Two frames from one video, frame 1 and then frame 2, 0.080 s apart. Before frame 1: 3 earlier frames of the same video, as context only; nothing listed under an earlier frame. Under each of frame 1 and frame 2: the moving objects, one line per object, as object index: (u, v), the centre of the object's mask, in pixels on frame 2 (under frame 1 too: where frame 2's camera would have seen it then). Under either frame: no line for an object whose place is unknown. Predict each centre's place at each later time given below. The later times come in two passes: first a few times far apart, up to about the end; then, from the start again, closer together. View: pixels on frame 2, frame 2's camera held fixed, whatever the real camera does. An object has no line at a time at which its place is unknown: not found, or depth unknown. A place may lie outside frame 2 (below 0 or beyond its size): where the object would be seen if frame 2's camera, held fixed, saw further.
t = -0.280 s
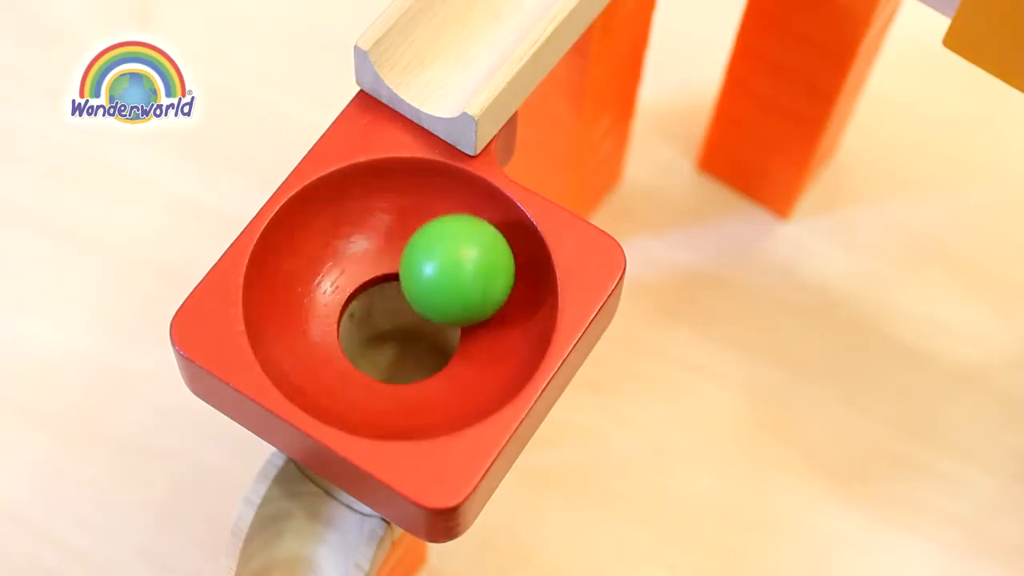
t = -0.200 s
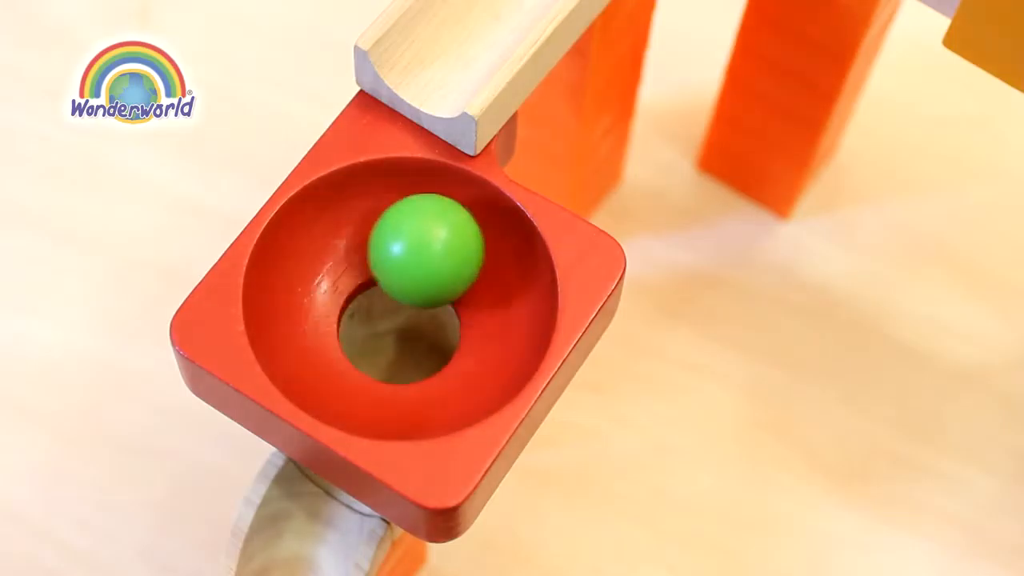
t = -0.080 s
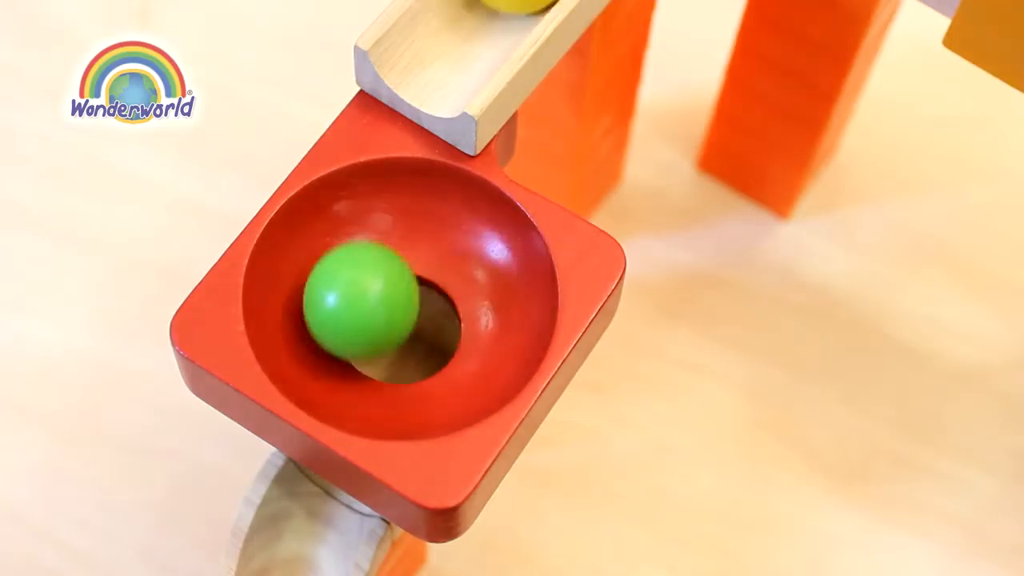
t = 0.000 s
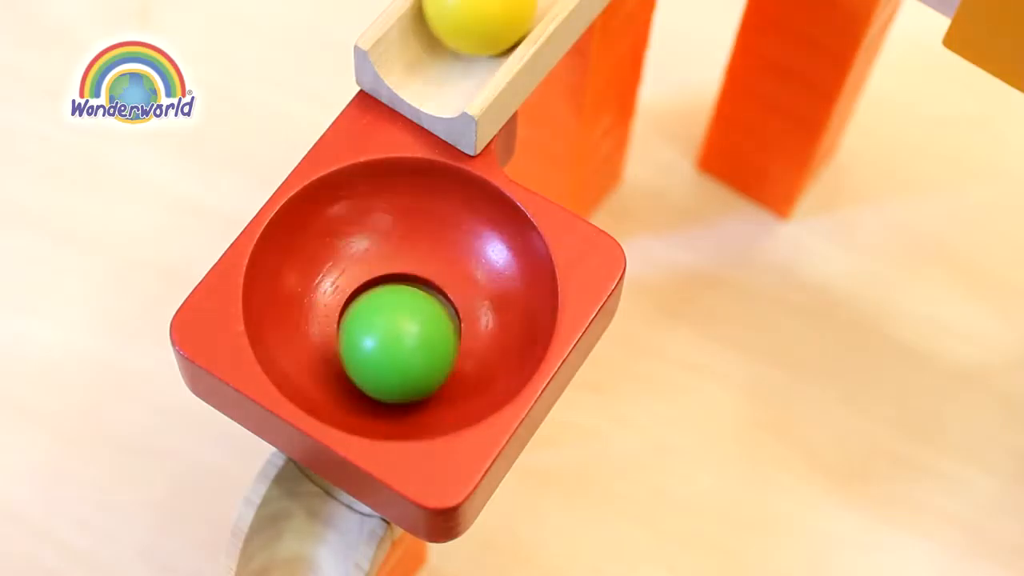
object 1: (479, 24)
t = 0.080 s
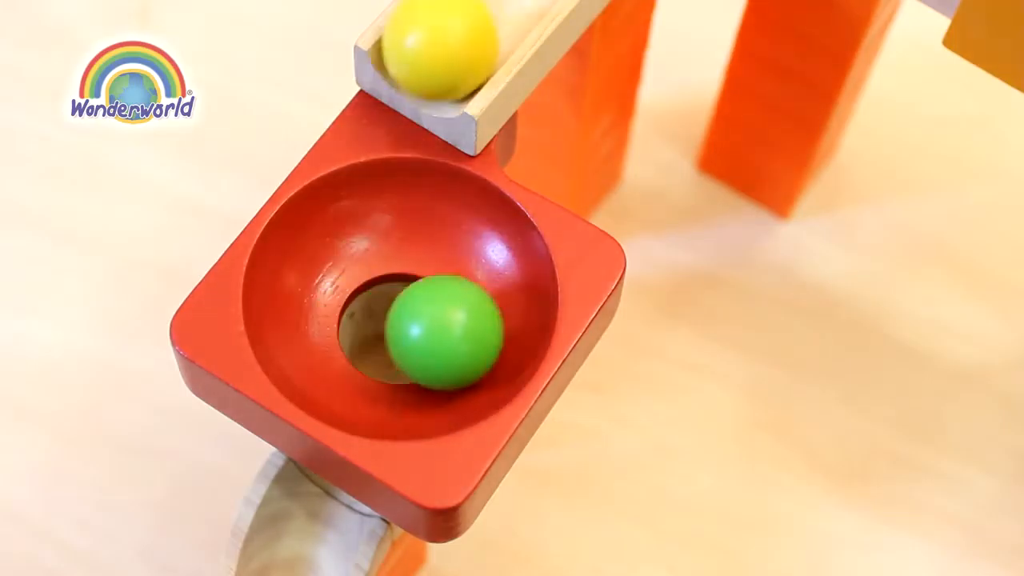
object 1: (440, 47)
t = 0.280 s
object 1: (324, 206)
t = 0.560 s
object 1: (478, 271)
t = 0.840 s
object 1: (416, 363)
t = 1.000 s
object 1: (446, 260)
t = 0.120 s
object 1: (421, 63)
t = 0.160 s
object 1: (400, 88)
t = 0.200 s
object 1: (374, 125)
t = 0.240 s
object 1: (350, 157)
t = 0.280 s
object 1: (324, 206)
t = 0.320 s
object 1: (308, 265)
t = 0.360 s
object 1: (306, 313)
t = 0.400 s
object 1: (348, 355)
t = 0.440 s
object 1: (414, 366)
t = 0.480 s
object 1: (469, 345)
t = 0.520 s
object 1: (492, 307)
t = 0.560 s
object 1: (478, 271)
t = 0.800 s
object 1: (366, 353)
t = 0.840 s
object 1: (416, 363)
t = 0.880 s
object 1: (460, 349)
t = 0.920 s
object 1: (483, 321)
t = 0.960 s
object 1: (477, 288)
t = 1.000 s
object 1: (446, 260)
